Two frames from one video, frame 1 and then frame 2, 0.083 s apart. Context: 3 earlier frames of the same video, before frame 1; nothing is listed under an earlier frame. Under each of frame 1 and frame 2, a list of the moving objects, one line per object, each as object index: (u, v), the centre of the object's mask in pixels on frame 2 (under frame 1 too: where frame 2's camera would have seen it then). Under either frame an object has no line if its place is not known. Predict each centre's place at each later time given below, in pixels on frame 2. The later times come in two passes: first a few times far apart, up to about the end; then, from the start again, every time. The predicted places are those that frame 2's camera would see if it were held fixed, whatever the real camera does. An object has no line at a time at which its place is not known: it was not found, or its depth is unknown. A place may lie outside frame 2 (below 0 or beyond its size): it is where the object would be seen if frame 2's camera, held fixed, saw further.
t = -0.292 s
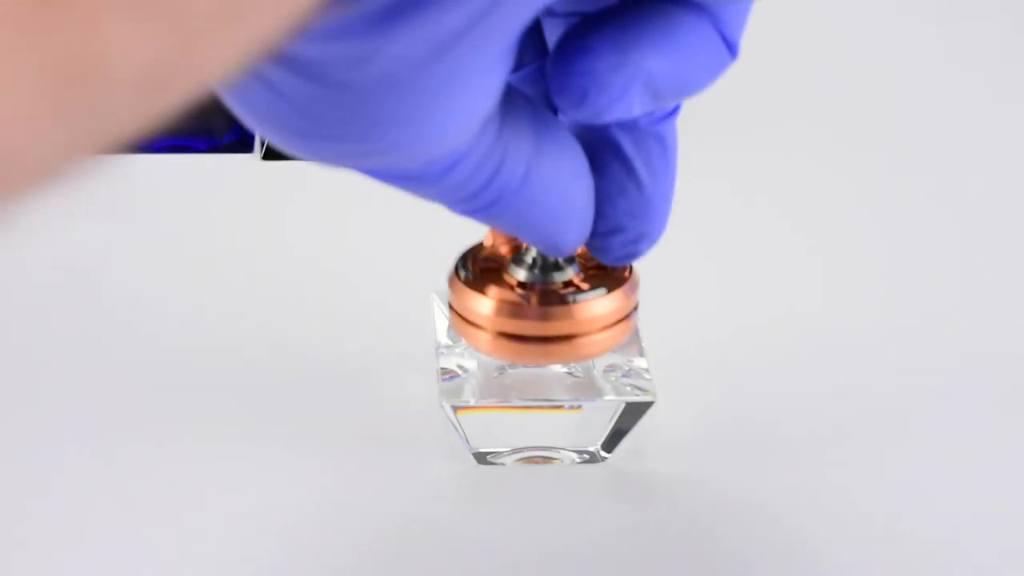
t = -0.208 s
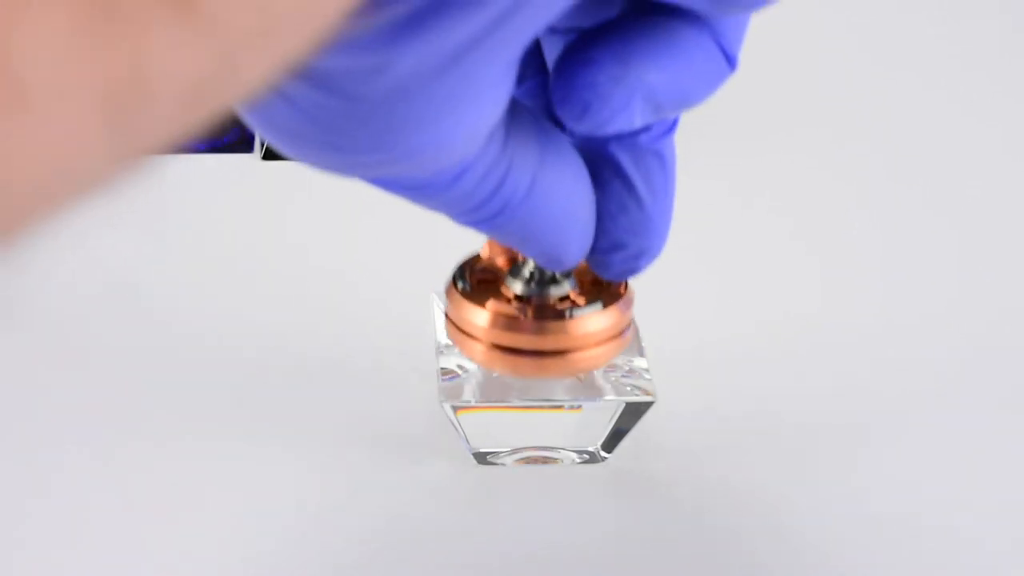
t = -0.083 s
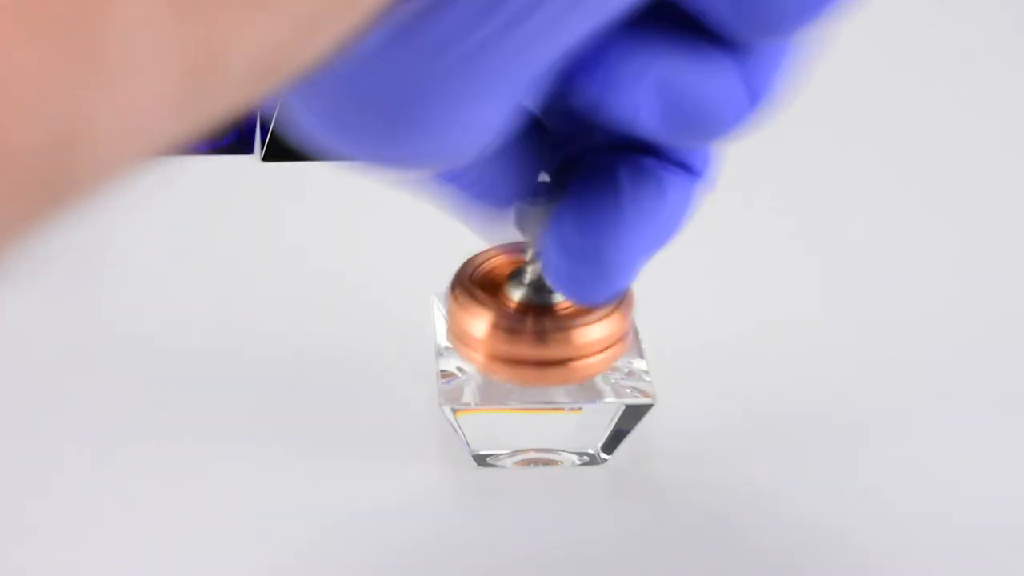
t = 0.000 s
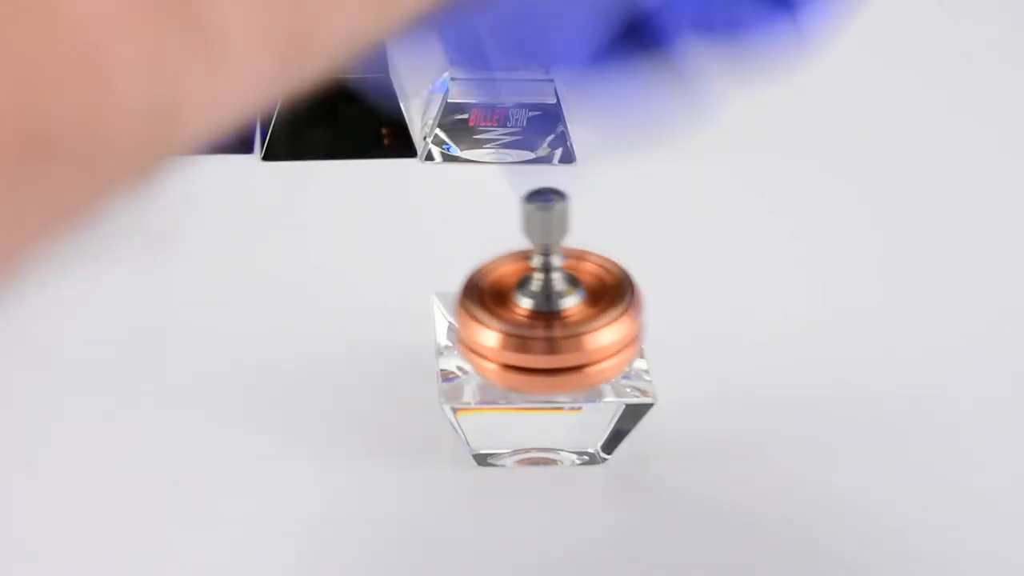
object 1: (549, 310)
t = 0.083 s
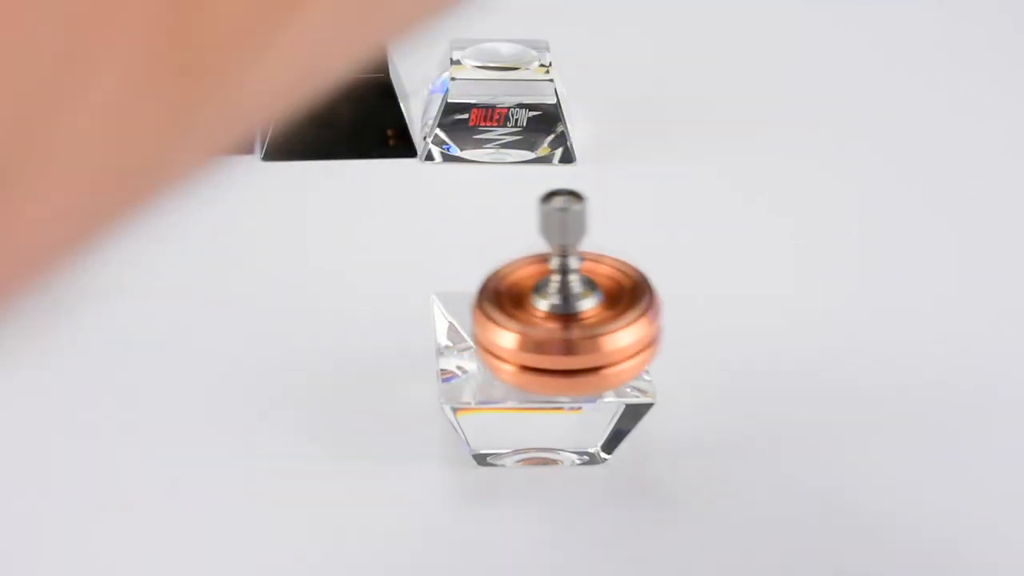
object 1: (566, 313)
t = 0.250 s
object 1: (585, 307)
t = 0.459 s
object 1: (564, 292)
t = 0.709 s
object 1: (520, 282)
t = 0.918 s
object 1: (513, 287)
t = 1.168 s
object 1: (548, 298)
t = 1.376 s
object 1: (574, 298)
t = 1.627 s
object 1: (566, 294)
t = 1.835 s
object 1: (539, 293)
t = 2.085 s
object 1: (520, 292)
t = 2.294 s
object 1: (532, 293)
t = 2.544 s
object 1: (561, 290)
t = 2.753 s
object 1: (567, 290)
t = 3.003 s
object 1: (549, 296)
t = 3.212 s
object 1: (533, 300)
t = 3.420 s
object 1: (532, 299)
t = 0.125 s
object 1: (573, 312)
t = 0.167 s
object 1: (578, 311)
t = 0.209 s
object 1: (583, 309)
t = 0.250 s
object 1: (585, 307)
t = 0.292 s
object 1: (584, 304)
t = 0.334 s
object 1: (581, 301)
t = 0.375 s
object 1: (577, 297)
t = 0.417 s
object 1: (571, 294)
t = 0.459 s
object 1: (564, 292)
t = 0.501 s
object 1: (556, 289)
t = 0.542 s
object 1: (548, 287)
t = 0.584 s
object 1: (540, 285)
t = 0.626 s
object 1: (532, 283)
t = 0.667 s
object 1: (526, 282)
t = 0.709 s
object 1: (520, 282)
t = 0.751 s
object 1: (515, 282)
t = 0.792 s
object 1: (513, 283)
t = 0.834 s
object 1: (511, 284)
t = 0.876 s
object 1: (511, 285)
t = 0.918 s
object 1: (513, 287)
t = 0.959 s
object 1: (516, 289)
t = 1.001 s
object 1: (521, 291)
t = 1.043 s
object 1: (527, 293)
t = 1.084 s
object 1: (533, 295)
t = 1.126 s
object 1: (540, 296)
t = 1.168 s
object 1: (548, 298)
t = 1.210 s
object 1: (554, 298)
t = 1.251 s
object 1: (561, 299)
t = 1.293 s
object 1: (567, 299)
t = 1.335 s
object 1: (571, 298)
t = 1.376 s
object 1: (574, 298)
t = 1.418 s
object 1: (575, 297)
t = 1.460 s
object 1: (576, 296)
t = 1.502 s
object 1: (575, 296)
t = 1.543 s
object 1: (573, 295)
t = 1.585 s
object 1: (570, 295)
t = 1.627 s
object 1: (566, 294)
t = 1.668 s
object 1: (561, 294)
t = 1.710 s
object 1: (555, 294)
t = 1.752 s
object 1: (550, 293)
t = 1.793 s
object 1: (544, 293)
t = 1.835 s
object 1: (539, 293)
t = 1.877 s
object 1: (533, 293)
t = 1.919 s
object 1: (528, 292)
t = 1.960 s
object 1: (524, 292)
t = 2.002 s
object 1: (521, 292)
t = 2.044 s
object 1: (520, 292)
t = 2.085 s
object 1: (520, 292)
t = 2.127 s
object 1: (520, 293)
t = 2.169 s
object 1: (522, 293)
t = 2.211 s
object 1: (525, 293)
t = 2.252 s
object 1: (528, 293)
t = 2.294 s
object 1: (532, 293)
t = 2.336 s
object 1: (537, 293)
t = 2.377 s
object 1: (542, 292)
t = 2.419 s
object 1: (547, 292)
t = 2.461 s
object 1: (552, 291)
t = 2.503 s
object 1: (557, 291)
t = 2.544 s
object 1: (561, 290)
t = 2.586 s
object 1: (563, 290)
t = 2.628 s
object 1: (566, 290)
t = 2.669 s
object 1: (567, 290)
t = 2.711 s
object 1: (568, 290)
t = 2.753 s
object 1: (567, 290)
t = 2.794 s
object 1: (566, 291)
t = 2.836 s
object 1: (564, 292)
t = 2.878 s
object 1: (561, 292)
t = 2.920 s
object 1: (557, 294)
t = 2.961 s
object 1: (553, 295)
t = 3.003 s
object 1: (549, 296)
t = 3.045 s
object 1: (545, 297)
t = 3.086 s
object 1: (541, 298)
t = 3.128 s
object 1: (538, 299)
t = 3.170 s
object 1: (535, 300)
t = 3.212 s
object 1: (533, 300)
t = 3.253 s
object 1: (531, 301)
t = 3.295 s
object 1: (530, 300)
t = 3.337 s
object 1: (530, 300)
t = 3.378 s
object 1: (531, 300)
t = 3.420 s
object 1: (532, 299)
